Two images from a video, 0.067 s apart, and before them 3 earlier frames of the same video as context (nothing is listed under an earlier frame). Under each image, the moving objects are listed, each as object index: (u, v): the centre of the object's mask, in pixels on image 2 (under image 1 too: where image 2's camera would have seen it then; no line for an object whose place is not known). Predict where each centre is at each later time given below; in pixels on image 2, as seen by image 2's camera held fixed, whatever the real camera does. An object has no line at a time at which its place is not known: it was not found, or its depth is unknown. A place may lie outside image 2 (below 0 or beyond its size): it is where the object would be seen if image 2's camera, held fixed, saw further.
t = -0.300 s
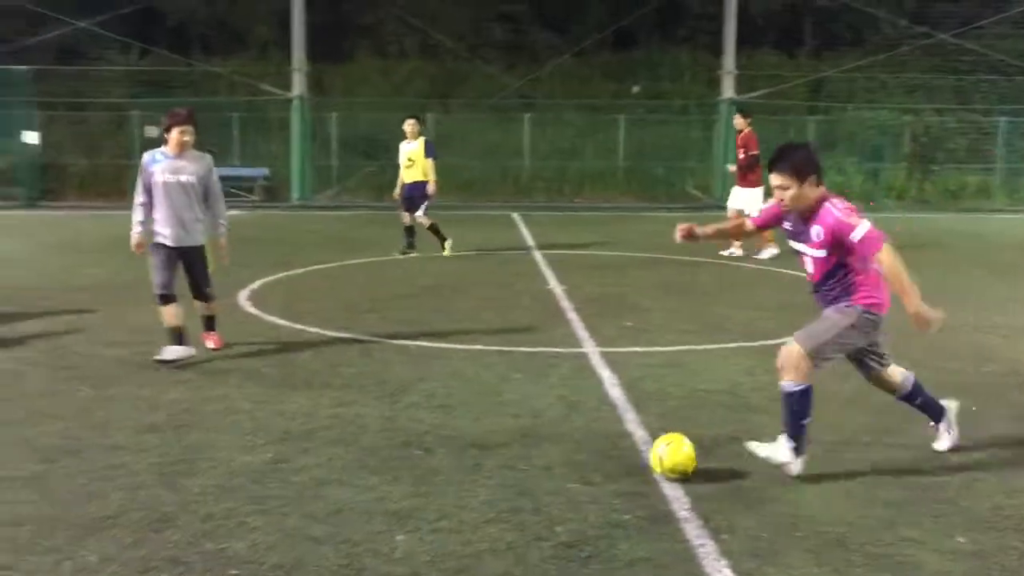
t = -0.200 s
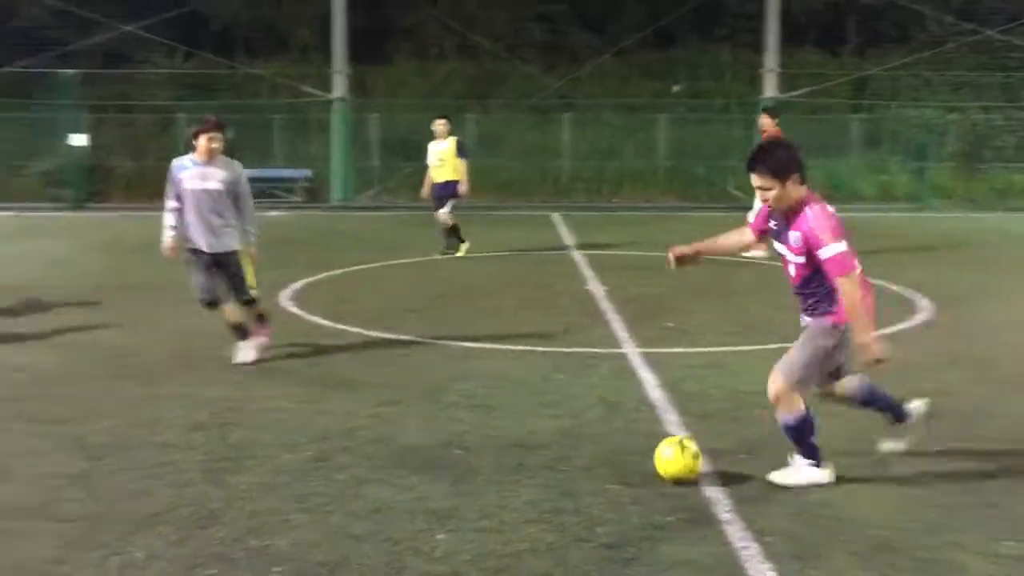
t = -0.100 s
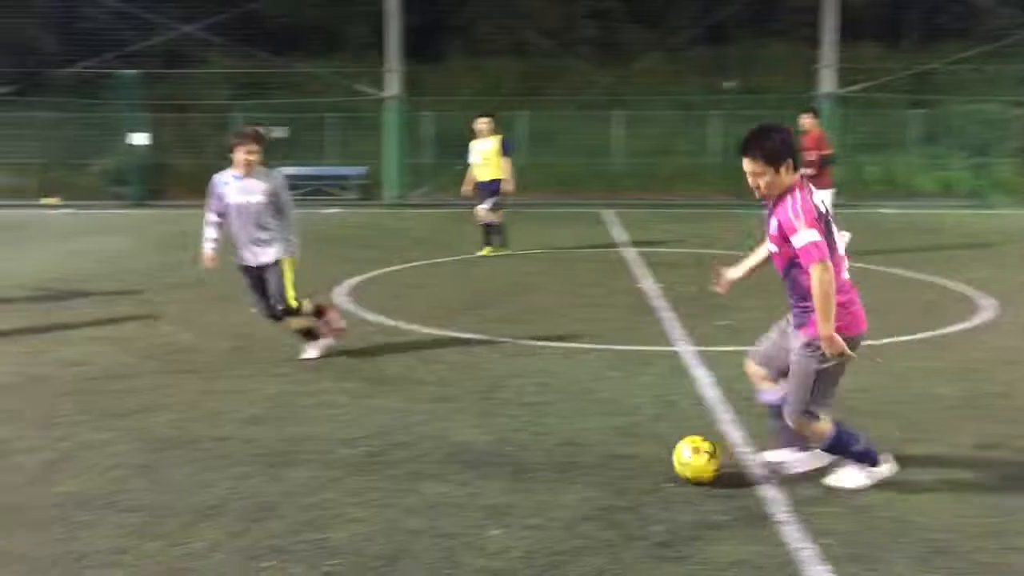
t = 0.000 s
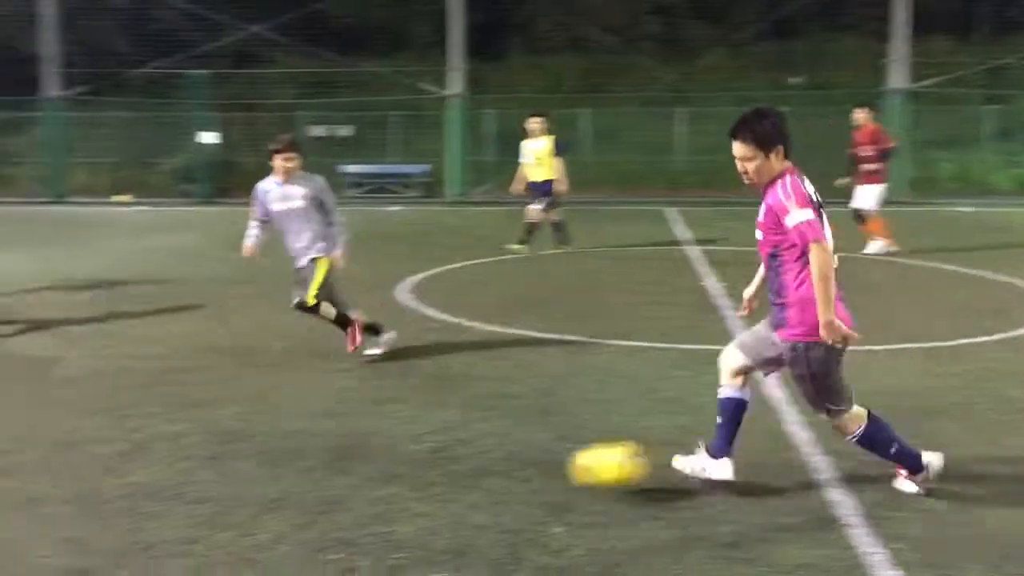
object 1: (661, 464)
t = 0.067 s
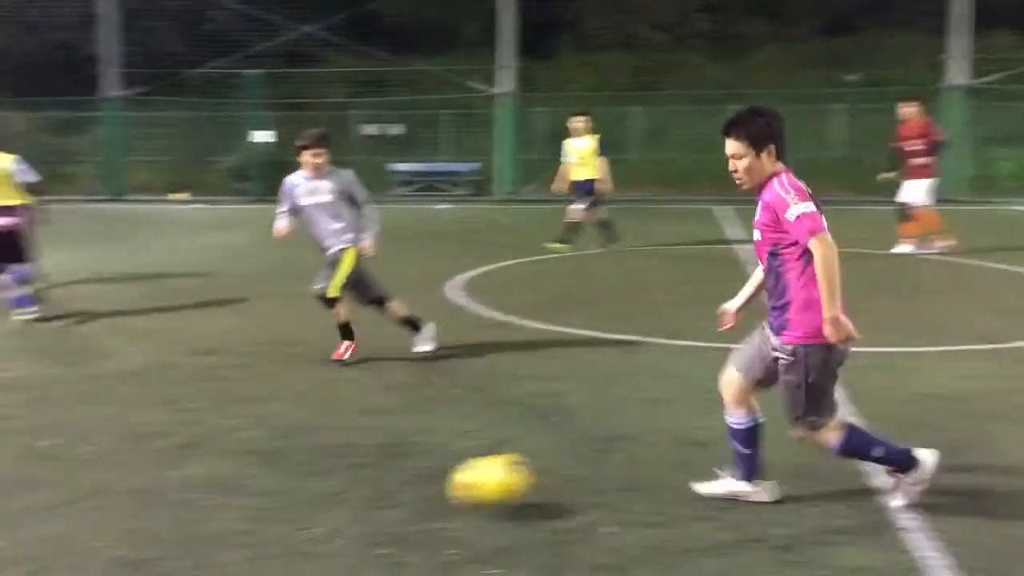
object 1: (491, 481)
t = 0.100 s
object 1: (403, 492)
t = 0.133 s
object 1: (316, 502)
